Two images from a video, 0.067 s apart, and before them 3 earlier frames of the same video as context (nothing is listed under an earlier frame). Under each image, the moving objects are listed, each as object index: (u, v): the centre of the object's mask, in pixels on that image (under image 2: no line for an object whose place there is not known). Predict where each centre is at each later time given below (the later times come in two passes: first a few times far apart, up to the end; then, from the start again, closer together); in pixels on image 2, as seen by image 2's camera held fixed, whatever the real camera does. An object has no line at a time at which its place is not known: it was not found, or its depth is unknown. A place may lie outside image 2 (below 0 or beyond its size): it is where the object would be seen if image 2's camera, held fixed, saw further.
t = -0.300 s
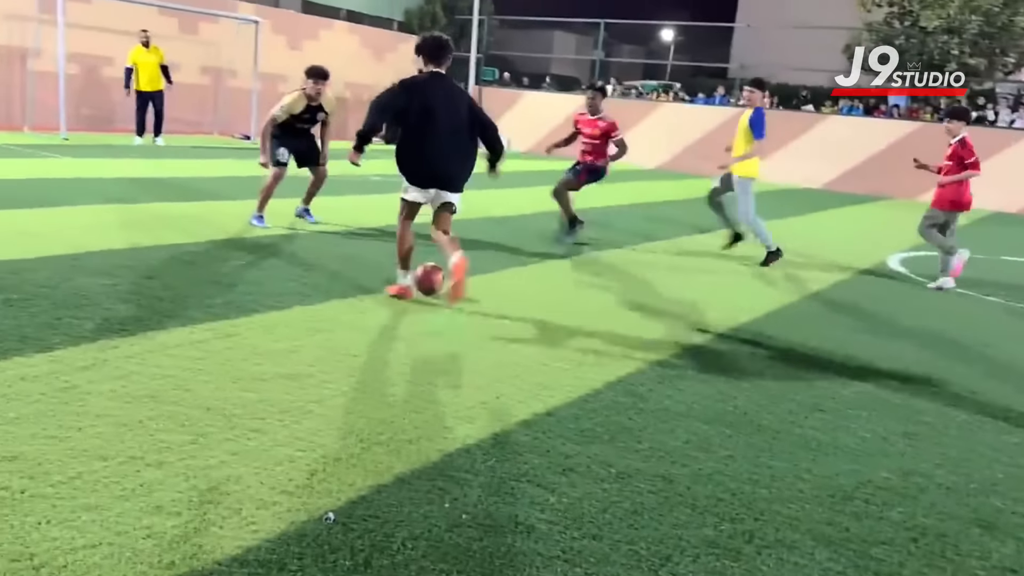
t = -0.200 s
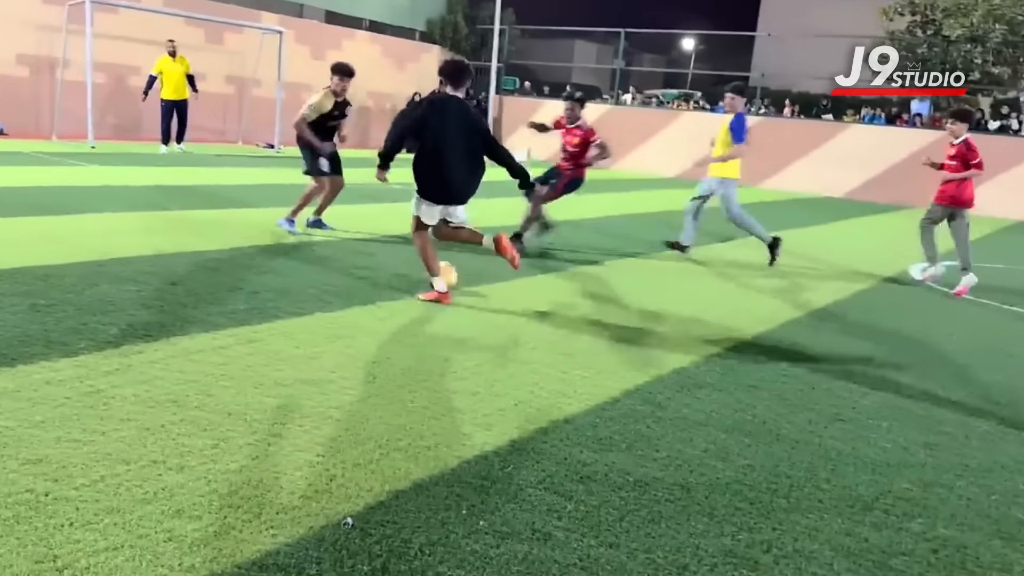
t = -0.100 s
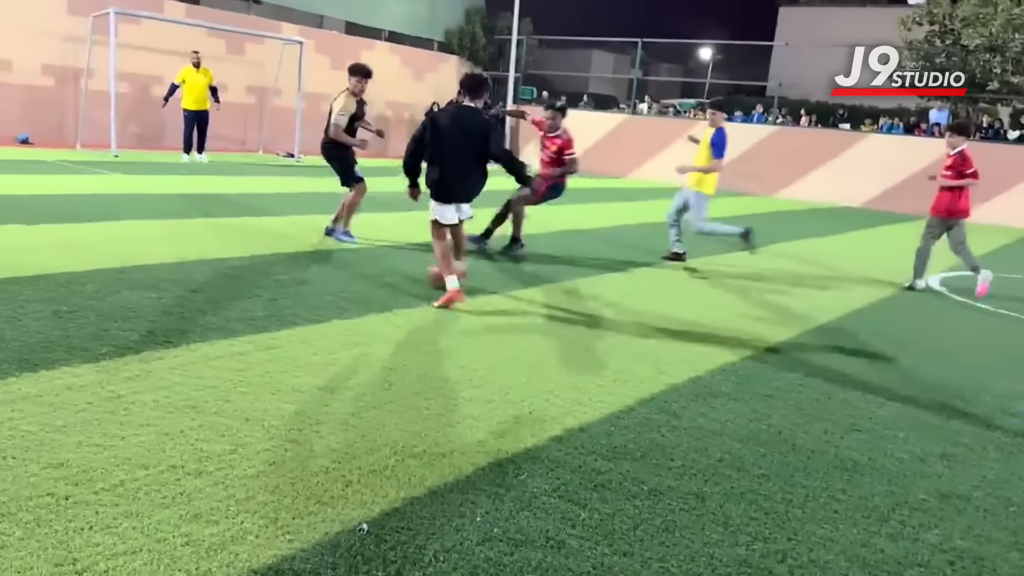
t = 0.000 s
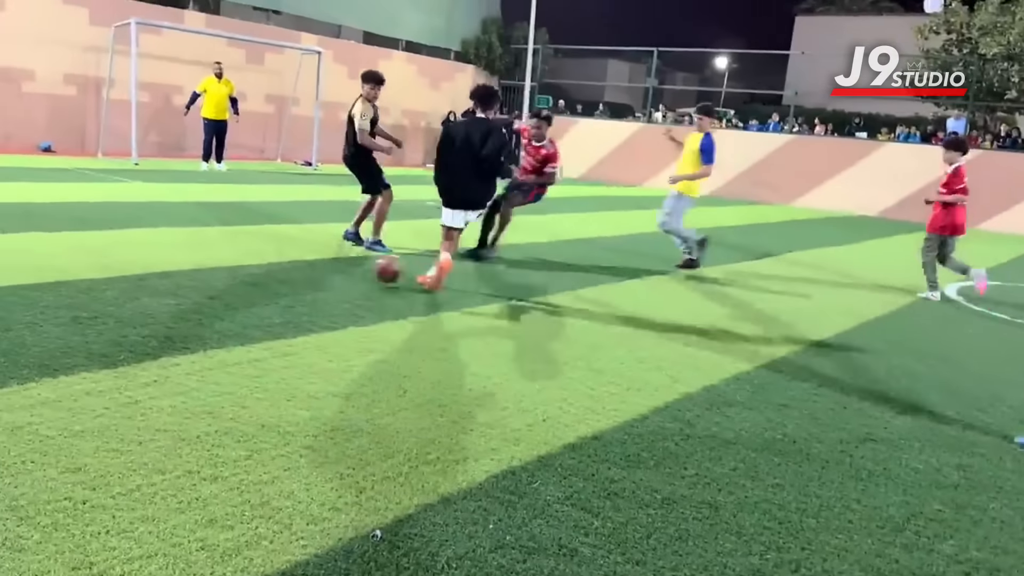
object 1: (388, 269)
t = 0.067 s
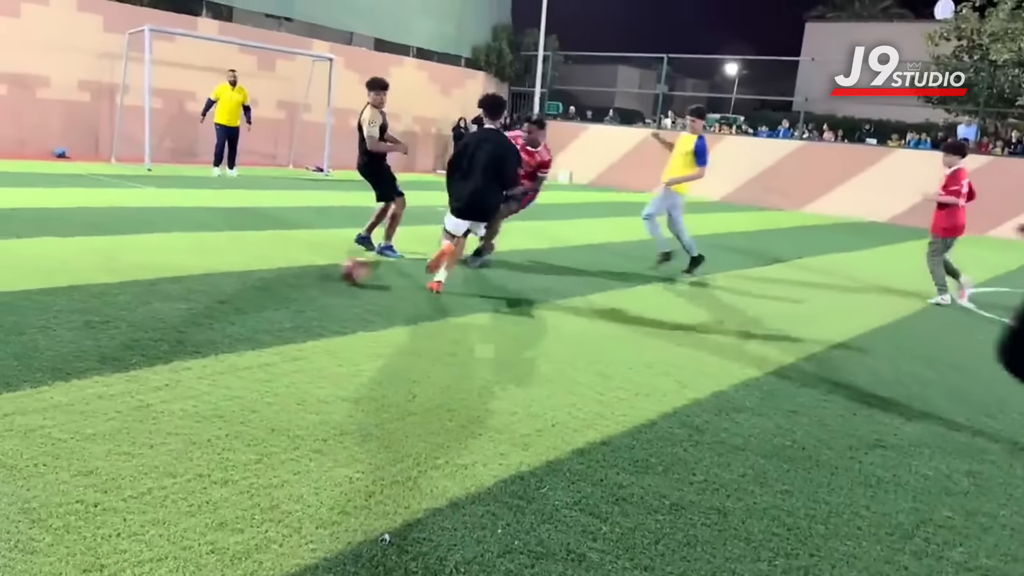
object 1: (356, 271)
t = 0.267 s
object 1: (247, 255)
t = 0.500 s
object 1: (140, 238)
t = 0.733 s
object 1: (46, 224)
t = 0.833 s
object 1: (7, 219)
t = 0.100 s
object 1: (335, 271)
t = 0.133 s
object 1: (316, 266)
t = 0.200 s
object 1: (281, 259)
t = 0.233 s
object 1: (264, 258)
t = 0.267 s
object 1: (247, 255)
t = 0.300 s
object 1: (231, 252)
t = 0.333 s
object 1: (216, 251)
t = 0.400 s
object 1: (184, 245)
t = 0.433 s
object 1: (169, 242)
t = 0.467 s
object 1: (155, 240)
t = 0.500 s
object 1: (140, 238)
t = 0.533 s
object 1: (127, 236)
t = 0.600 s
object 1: (99, 232)
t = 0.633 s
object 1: (85, 230)
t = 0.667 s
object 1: (72, 229)
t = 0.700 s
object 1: (58, 226)
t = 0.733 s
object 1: (46, 224)
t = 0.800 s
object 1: (20, 221)
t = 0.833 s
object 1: (7, 219)
